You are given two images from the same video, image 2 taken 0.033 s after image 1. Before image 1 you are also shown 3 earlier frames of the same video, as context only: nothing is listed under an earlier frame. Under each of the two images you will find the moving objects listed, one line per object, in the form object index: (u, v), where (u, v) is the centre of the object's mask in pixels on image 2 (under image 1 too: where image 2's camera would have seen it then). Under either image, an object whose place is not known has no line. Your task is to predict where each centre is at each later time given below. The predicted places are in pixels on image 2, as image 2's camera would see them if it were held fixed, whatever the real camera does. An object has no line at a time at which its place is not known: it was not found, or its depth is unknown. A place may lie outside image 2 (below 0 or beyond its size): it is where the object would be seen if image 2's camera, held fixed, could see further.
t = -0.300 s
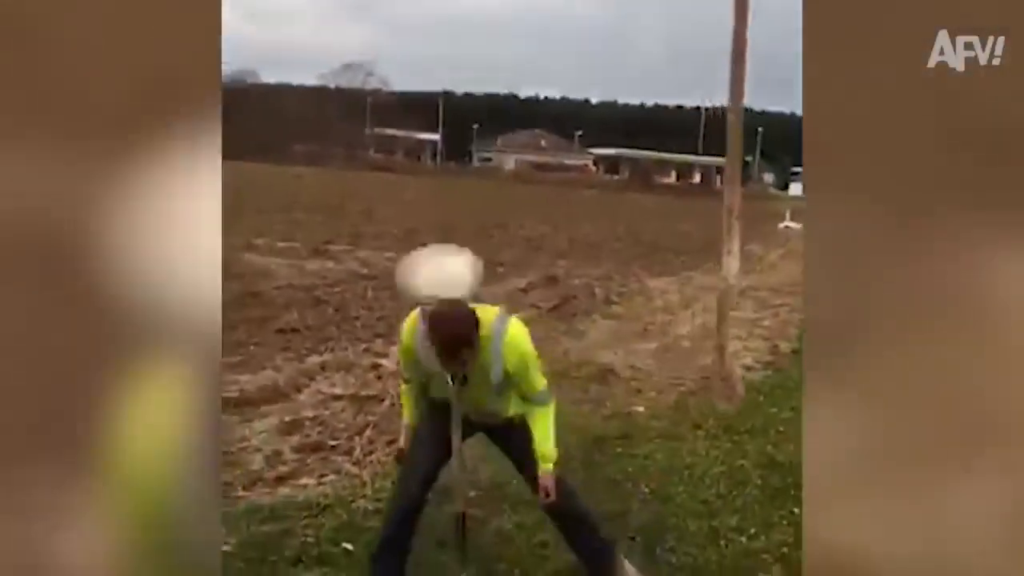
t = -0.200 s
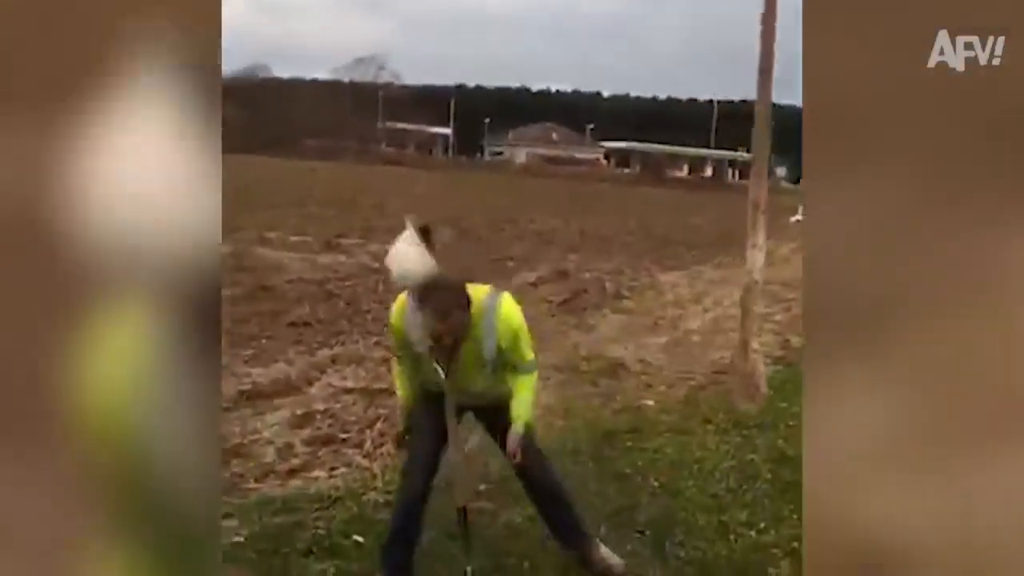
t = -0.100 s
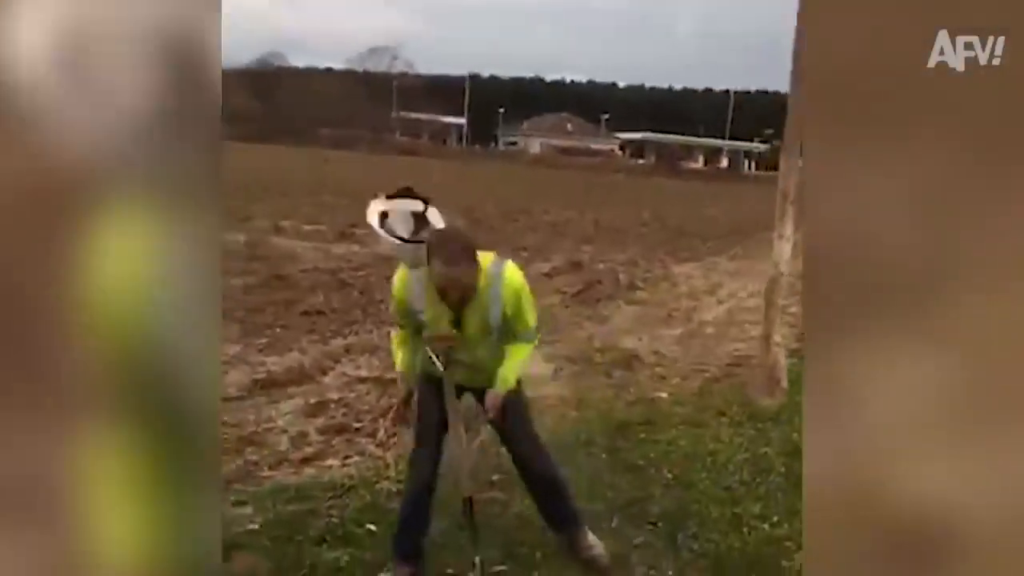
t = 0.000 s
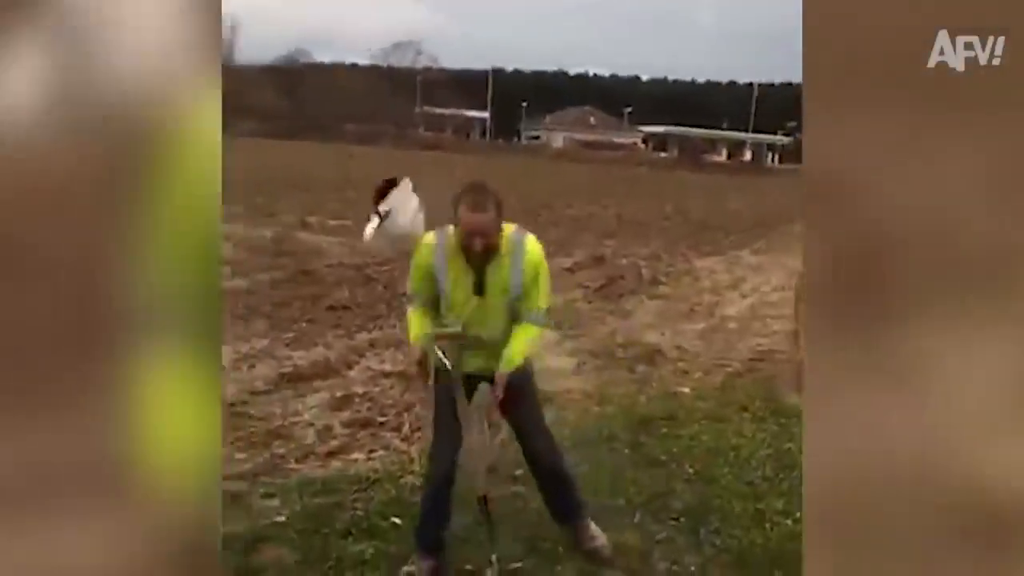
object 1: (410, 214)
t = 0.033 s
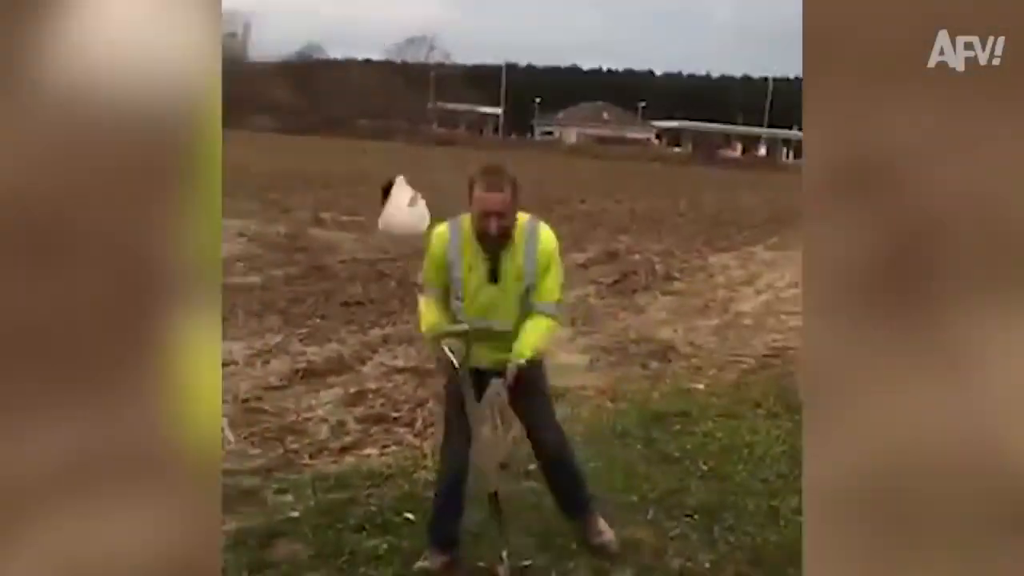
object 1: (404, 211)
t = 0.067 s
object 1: (389, 217)
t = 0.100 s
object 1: (375, 230)
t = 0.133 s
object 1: (364, 245)
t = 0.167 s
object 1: (359, 263)
